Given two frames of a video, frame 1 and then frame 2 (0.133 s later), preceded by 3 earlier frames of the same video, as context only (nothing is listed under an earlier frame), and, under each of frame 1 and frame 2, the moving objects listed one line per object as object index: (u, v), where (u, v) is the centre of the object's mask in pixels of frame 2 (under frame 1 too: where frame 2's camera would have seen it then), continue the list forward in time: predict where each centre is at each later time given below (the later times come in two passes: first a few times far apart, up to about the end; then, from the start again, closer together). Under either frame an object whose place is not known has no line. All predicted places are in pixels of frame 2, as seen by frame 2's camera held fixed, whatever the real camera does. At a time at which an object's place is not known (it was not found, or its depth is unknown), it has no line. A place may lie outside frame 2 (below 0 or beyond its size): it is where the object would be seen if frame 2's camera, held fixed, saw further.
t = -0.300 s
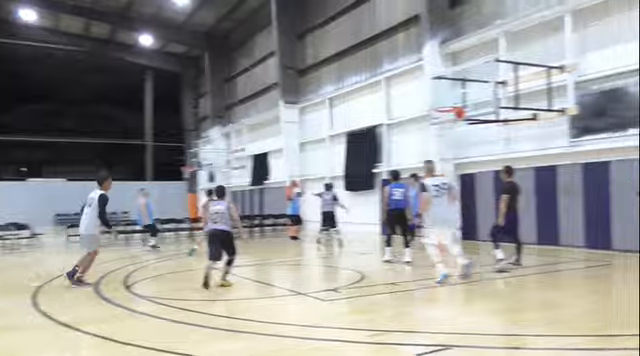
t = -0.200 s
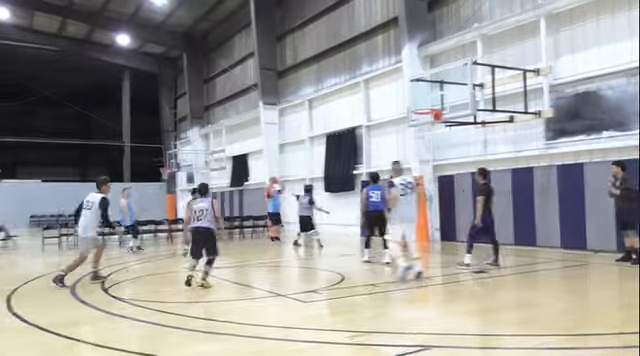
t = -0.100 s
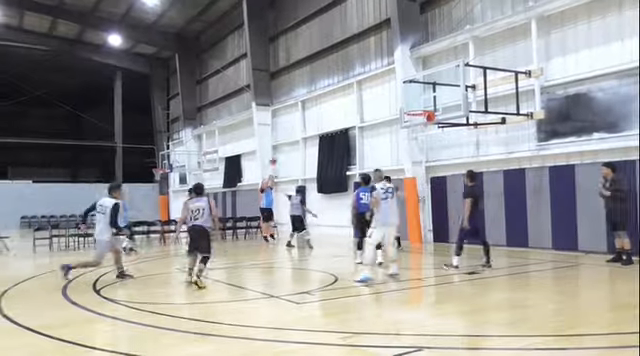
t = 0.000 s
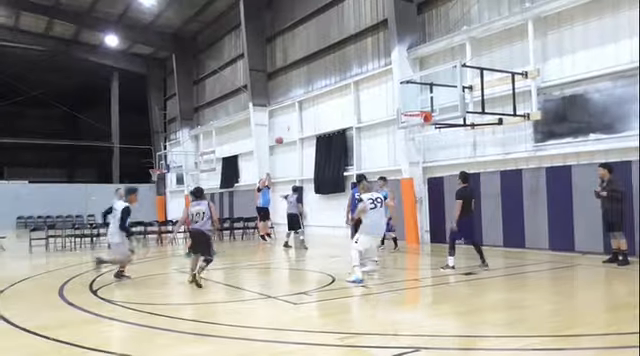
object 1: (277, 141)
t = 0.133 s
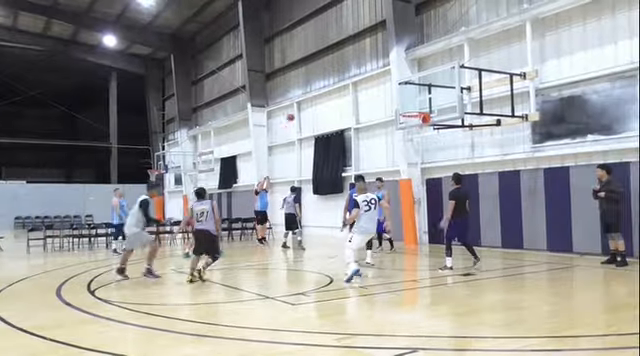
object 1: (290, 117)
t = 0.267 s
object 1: (304, 98)
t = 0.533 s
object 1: (335, 77)
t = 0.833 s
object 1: (378, 83)
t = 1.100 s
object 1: (419, 110)
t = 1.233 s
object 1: (416, 98)
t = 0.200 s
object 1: (297, 107)
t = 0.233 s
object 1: (300, 103)
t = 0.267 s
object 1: (304, 98)
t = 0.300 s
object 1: (308, 94)
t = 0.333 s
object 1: (312, 90)
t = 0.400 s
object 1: (320, 84)
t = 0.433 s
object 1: (323, 82)
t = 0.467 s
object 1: (328, 80)
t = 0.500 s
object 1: (332, 78)
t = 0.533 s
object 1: (335, 77)
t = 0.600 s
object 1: (344, 74)
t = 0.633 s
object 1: (349, 74)
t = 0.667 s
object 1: (353, 74)
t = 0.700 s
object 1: (357, 75)
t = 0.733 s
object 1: (363, 75)
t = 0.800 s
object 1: (373, 81)
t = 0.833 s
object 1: (378, 83)
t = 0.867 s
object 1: (383, 86)
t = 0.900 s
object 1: (389, 90)
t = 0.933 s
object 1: (394, 95)
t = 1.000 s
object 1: (406, 106)
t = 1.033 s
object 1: (411, 111)
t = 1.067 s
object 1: (415, 110)
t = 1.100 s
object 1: (419, 110)
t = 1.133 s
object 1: (418, 105)
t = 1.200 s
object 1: (416, 100)
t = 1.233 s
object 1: (416, 98)
